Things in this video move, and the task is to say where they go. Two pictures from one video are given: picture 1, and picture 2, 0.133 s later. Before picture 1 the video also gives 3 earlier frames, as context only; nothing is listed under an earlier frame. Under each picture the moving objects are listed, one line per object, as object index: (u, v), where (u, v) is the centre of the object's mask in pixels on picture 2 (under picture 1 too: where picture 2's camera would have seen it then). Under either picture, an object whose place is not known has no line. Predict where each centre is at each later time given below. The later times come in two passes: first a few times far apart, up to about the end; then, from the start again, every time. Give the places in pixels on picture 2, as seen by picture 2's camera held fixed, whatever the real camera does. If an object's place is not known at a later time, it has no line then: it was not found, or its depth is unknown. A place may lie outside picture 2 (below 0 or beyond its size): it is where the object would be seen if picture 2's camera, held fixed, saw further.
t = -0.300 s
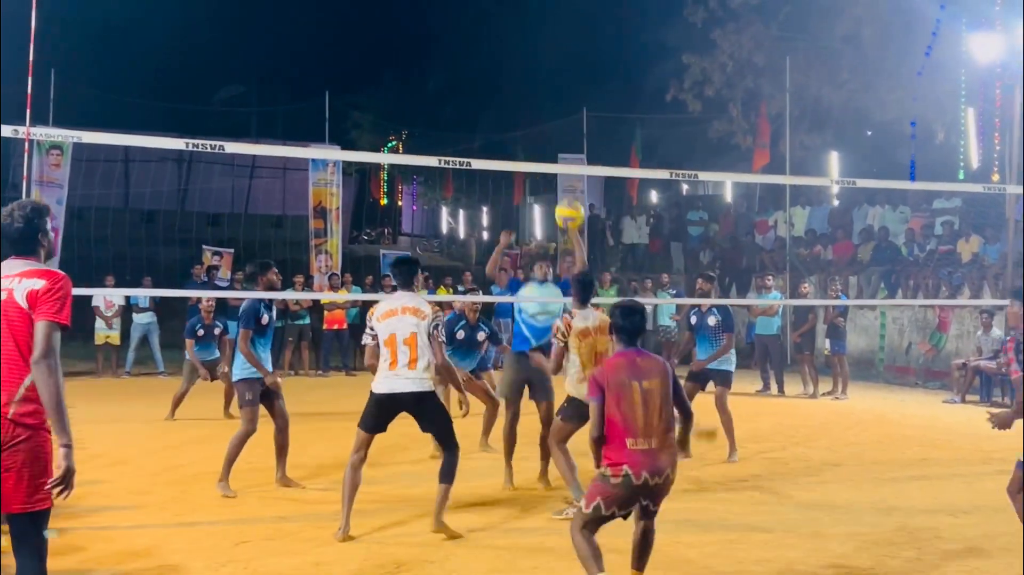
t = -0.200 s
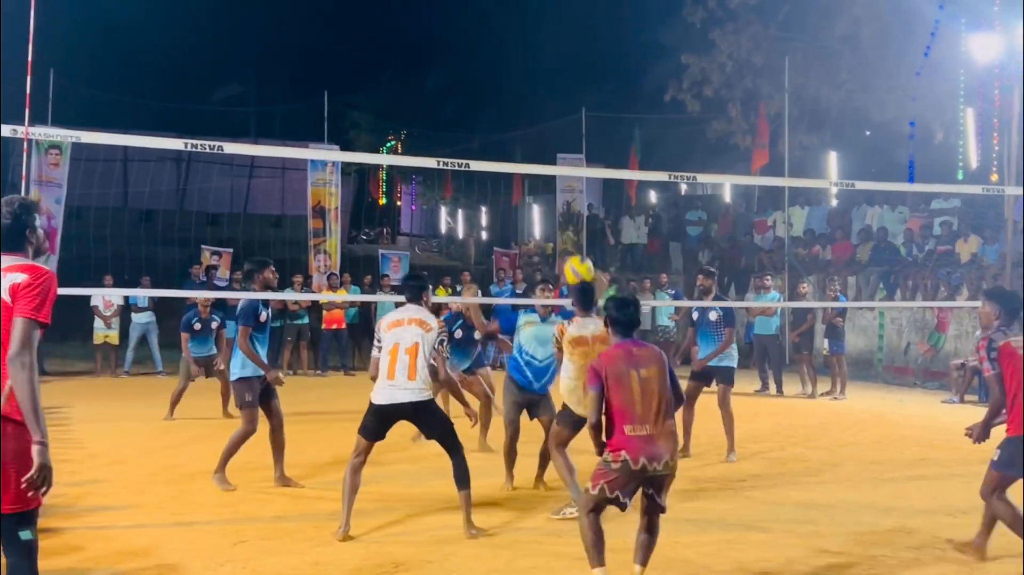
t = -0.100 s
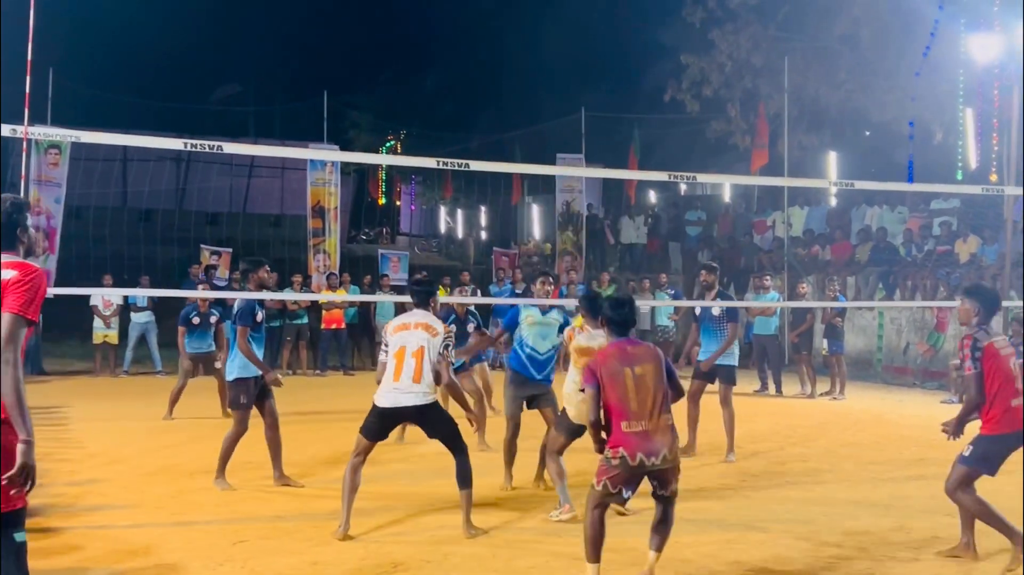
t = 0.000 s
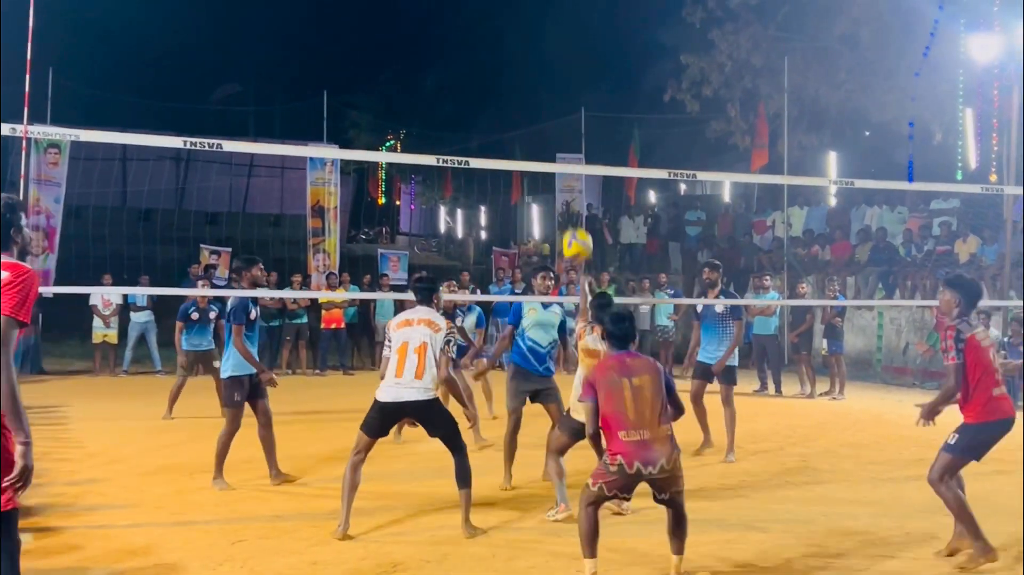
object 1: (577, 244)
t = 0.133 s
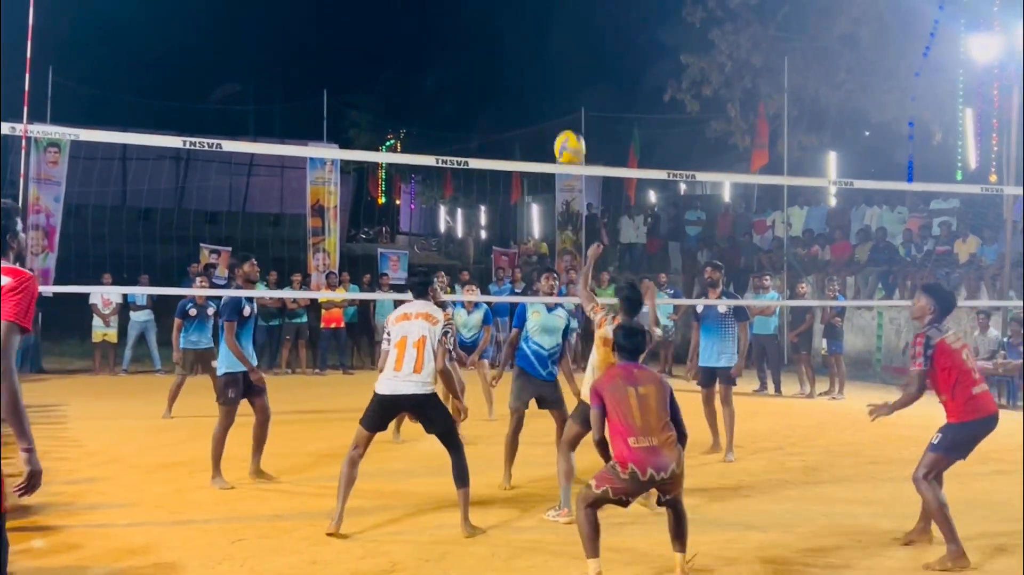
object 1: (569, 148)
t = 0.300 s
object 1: (558, 58)
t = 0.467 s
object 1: (543, 11)
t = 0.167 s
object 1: (567, 127)
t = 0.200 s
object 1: (565, 108)
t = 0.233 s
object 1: (562, 90)
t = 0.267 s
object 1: (560, 73)
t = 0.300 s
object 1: (558, 58)
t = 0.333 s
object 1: (555, 43)
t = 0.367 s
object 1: (552, 31)
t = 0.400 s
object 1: (549, 21)
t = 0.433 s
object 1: (546, 14)
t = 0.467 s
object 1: (543, 11)
